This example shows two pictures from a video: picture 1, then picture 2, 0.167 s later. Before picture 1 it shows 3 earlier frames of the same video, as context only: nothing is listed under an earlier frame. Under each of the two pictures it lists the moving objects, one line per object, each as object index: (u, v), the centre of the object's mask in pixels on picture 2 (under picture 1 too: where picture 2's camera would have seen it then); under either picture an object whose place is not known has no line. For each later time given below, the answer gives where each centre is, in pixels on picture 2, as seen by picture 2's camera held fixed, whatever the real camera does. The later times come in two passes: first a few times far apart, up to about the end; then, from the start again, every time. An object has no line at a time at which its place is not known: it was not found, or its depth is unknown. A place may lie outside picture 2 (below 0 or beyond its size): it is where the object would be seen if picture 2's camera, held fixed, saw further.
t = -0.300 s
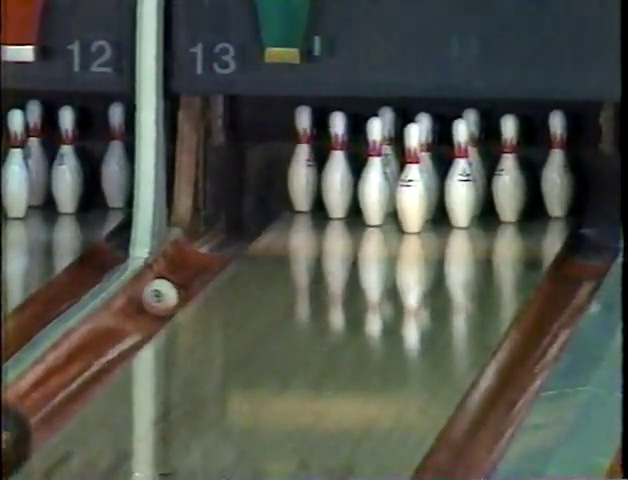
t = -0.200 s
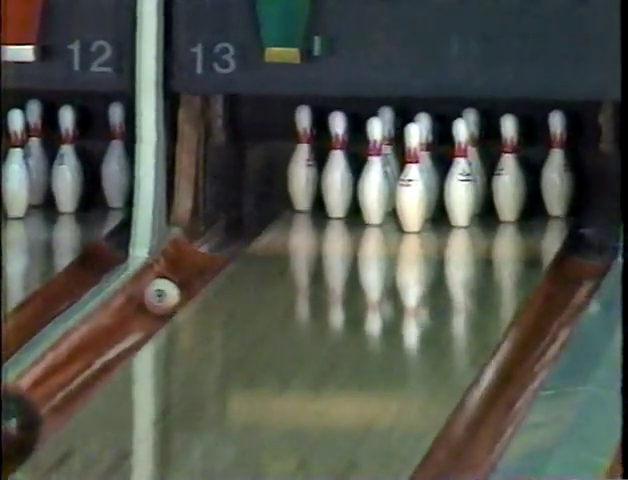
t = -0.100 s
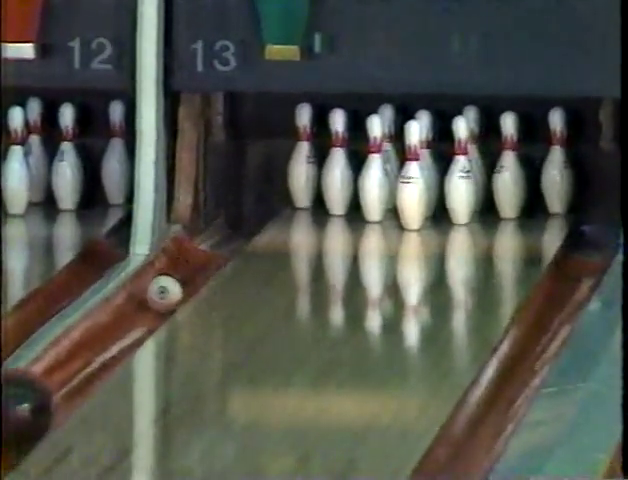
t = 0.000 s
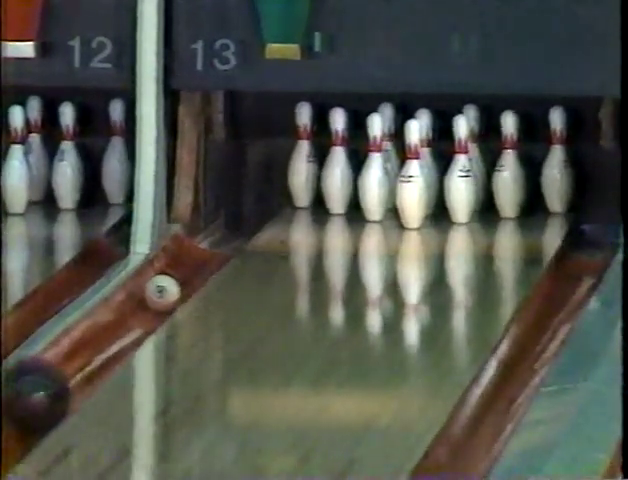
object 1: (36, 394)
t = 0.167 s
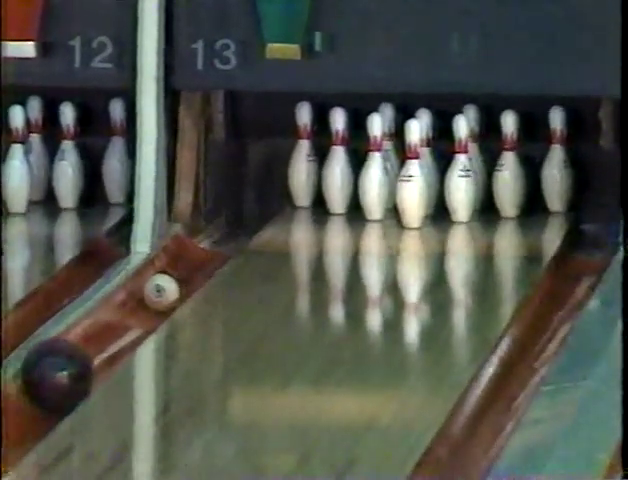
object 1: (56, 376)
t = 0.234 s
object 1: (62, 368)
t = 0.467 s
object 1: (91, 342)
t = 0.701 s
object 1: (116, 319)
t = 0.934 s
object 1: (143, 296)
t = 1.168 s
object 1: (162, 278)
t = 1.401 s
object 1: (178, 263)
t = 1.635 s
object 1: (194, 247)
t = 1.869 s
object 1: (212, 232)
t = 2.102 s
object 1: (226, 219)
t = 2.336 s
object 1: (239, 211)
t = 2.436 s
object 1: (244, 205)
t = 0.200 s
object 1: (60, 372)
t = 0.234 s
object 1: (62, 368)
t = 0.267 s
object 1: (65, 364)
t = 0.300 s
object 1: (68, 360)
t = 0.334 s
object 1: (71, 357)
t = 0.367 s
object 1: (76, 352)
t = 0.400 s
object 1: (81, 349)
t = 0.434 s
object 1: (86, 345)
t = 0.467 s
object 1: (91, 342)
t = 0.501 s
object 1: (97, 338)
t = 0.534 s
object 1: (101, 335)
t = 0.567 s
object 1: (105, 331)
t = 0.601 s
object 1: (109, 327)
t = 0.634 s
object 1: (112, 324)
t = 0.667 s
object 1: (114, 322)
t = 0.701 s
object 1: (116, 319)
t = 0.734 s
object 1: (119, 315)
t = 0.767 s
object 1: (122, 312)
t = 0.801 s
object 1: (125, 308)
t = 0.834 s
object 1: (129, 305)
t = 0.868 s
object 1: (133, 303)
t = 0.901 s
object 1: (137, 300)
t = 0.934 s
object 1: (143, 296)
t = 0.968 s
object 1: (146, 293)
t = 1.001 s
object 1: (150, 289)
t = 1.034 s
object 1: (153, 286)
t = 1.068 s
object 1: (155, 284)
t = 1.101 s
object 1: (157, 282)
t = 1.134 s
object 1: (159, 280)
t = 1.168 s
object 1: (162, 278)
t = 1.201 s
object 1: (164, 276)
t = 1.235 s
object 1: (167, 273)
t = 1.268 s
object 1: (169, 272)
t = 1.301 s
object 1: (171, 269)
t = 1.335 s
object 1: (174, 267)
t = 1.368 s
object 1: (176, 265)
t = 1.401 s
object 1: (178, 263)
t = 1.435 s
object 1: (181, 260)
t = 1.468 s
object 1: (184, 258)
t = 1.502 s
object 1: (185, 256)
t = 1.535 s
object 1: (187, 253)
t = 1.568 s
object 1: (189, 251)
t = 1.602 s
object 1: (191, 249)
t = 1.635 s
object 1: (194, 247)
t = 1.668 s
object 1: (197, 245)
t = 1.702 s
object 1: (200, 244)
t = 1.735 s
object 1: (203, 242)
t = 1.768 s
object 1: (206, 238)
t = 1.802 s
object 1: (208, 238)
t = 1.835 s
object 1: (210, 235)
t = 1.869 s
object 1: (212, 232)
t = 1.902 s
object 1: (213, 230)
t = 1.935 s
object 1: (214, 227)
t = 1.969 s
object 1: (216, 225)
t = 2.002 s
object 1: (220, 222)
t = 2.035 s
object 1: (222, 221)
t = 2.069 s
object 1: (224, 220)
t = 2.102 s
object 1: (226, 219)
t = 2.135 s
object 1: (229, 220)
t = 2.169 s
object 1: (233, 219)
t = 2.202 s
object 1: (231, 218)
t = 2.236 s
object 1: (234, 218)
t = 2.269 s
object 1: (235, 217)
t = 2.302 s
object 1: (235, 213)
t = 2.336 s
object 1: (239, 211)
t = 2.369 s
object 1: (241, 210)
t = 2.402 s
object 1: (242, 208)
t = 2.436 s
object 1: (244, 205)
